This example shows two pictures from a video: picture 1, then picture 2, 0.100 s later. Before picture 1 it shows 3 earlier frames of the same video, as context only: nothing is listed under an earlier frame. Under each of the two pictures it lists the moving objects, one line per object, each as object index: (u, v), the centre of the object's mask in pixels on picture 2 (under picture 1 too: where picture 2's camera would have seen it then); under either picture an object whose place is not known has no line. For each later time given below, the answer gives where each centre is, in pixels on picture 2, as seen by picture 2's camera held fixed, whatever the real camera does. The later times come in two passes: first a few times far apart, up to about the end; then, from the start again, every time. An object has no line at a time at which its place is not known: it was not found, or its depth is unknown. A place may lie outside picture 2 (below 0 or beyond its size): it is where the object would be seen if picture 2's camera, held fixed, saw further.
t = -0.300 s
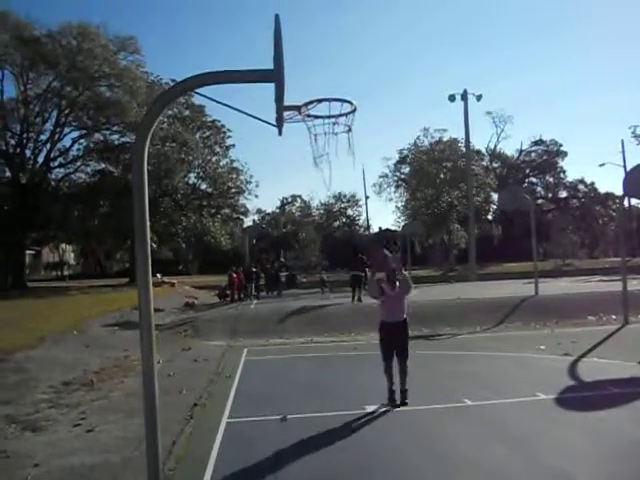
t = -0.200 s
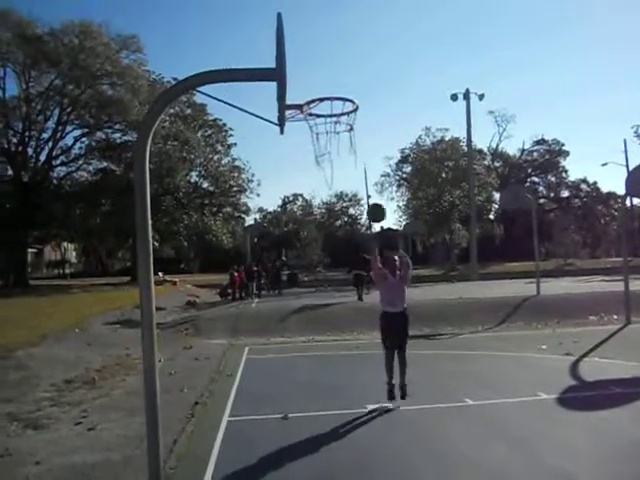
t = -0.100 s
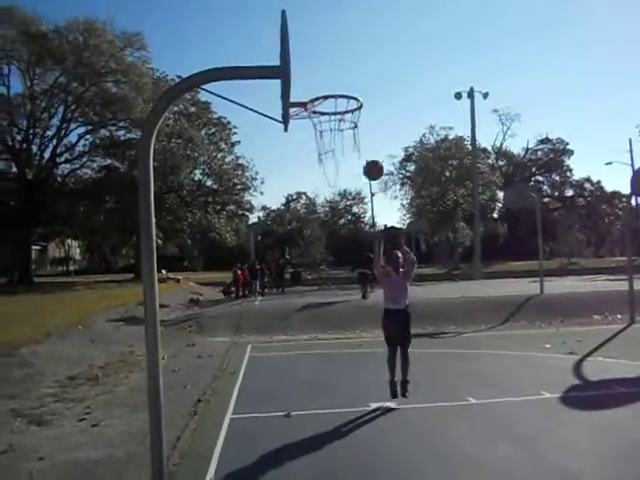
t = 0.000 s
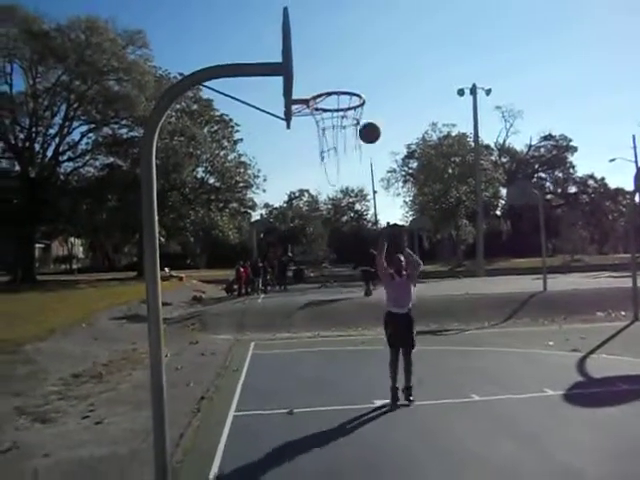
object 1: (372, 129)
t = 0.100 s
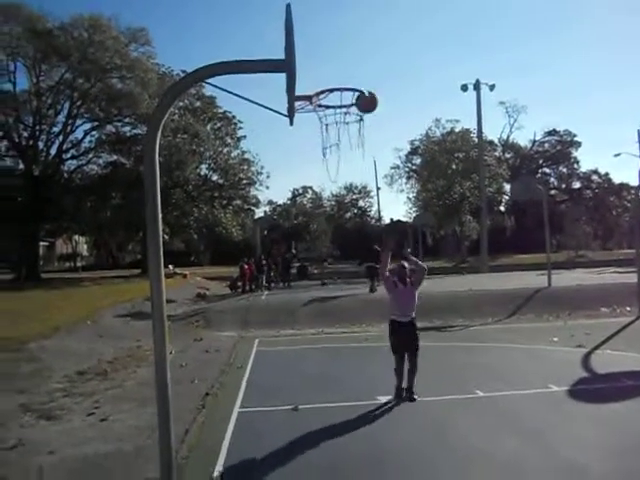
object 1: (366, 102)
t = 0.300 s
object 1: (352, 72)
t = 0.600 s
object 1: (337, 99)
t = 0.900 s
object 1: (344, 112)
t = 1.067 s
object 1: (342, 137)
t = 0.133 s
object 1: (364, 95)
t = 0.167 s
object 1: (361, 88)
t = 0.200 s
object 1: (359, 82)
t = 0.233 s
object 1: (357, 78)
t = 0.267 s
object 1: (354, 75)
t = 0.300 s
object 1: (352, 72)
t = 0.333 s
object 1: (350, 71)
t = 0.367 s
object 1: (348, 70)
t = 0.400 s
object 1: (345, 71)
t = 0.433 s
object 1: (342, 73)
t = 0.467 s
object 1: (340, 77)
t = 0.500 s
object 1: (338, 82)
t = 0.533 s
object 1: (336, 88)
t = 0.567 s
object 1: (336, 93)
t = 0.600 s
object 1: (337, 99)
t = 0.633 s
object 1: (338, 102)
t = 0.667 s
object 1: (339, 101)
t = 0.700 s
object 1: (340, 102)
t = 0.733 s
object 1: (342, 103)
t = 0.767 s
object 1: (344, 106)
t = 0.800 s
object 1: (344, 107)
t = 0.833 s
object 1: (345, 108)
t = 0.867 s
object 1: (344, 110)
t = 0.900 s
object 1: (344, 112)
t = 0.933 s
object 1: (342, 116)
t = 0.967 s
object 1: (342, 120)
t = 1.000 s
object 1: (342, 125)
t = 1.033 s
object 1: (341, 131)
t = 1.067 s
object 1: (342, 137)
